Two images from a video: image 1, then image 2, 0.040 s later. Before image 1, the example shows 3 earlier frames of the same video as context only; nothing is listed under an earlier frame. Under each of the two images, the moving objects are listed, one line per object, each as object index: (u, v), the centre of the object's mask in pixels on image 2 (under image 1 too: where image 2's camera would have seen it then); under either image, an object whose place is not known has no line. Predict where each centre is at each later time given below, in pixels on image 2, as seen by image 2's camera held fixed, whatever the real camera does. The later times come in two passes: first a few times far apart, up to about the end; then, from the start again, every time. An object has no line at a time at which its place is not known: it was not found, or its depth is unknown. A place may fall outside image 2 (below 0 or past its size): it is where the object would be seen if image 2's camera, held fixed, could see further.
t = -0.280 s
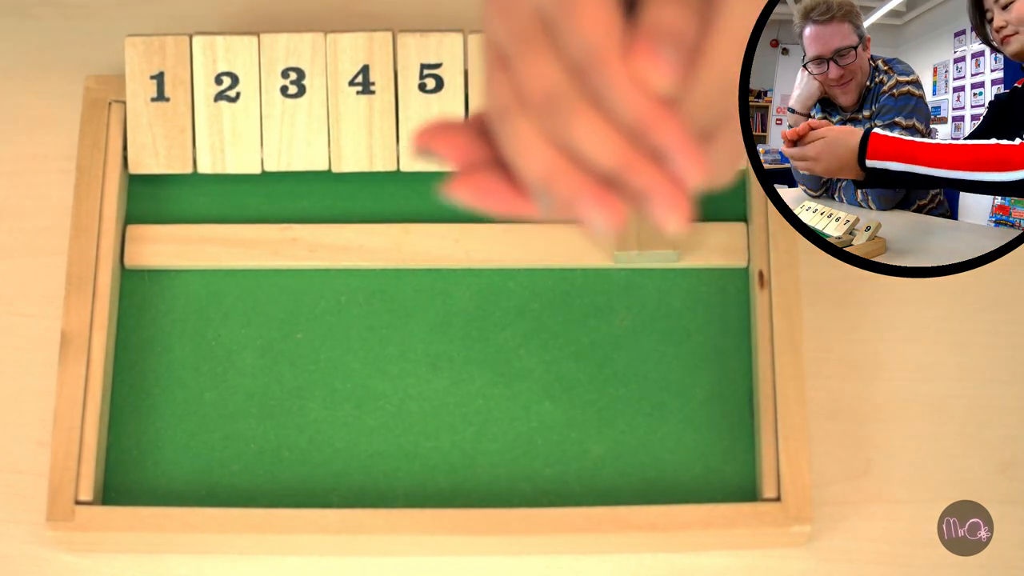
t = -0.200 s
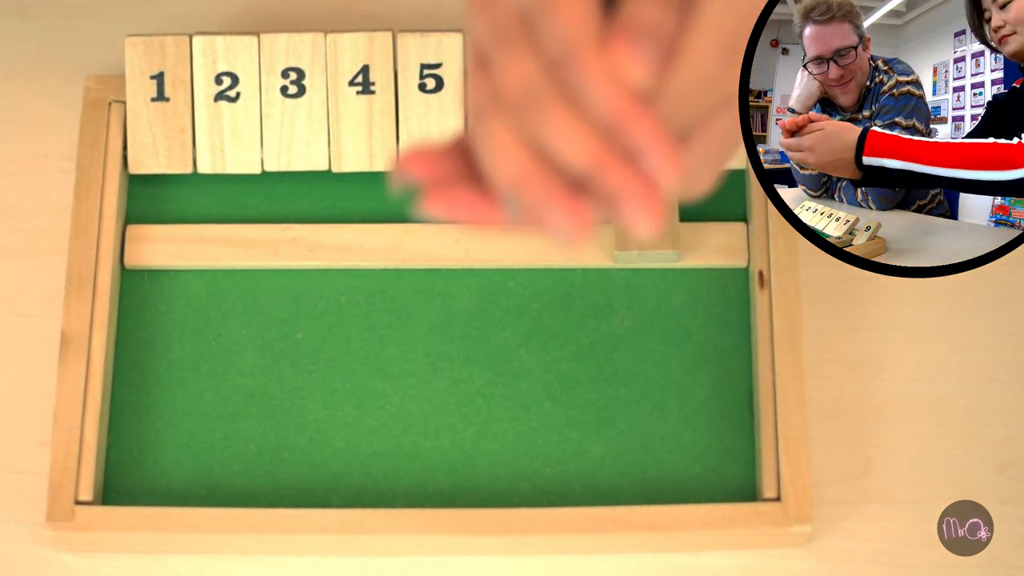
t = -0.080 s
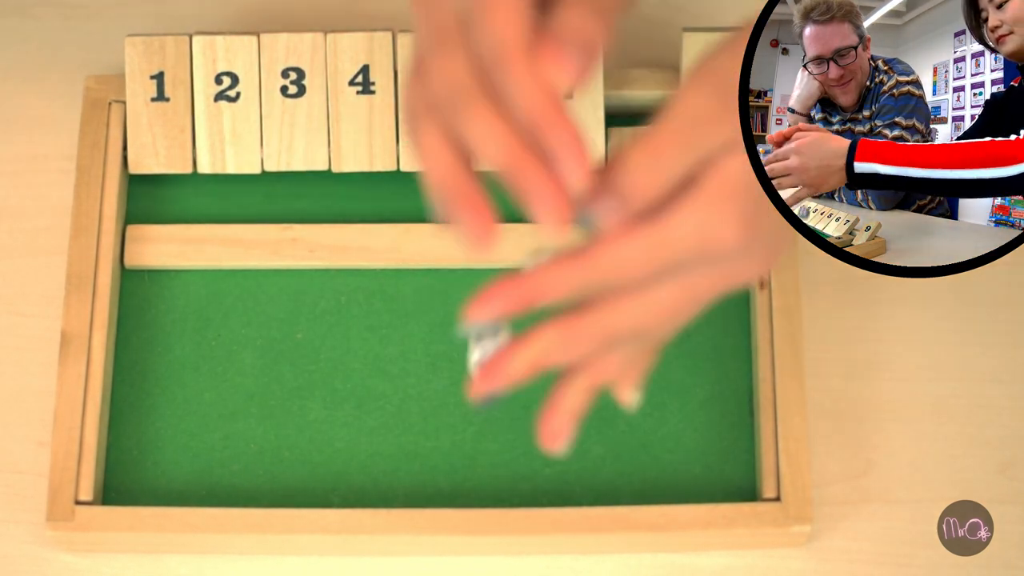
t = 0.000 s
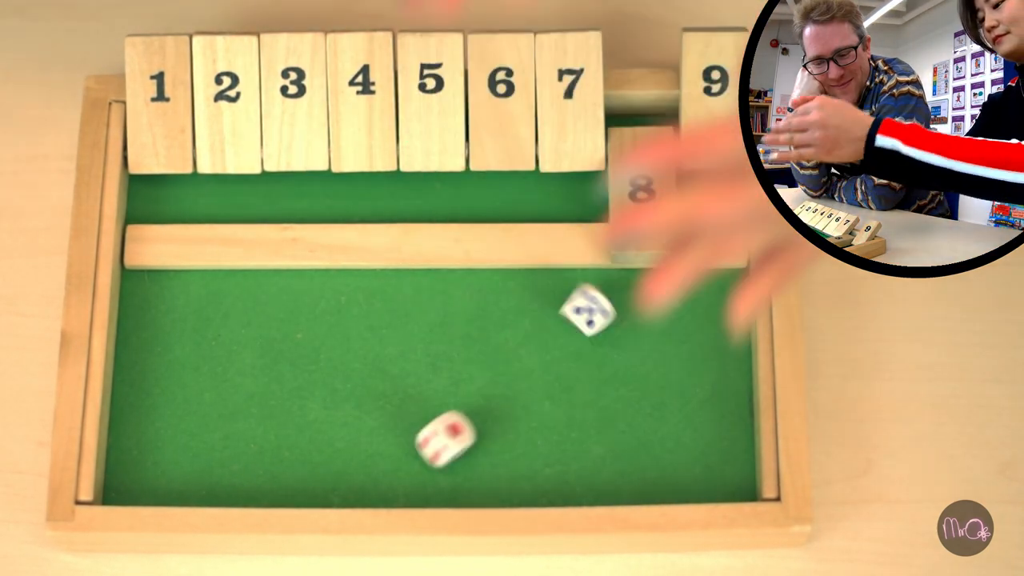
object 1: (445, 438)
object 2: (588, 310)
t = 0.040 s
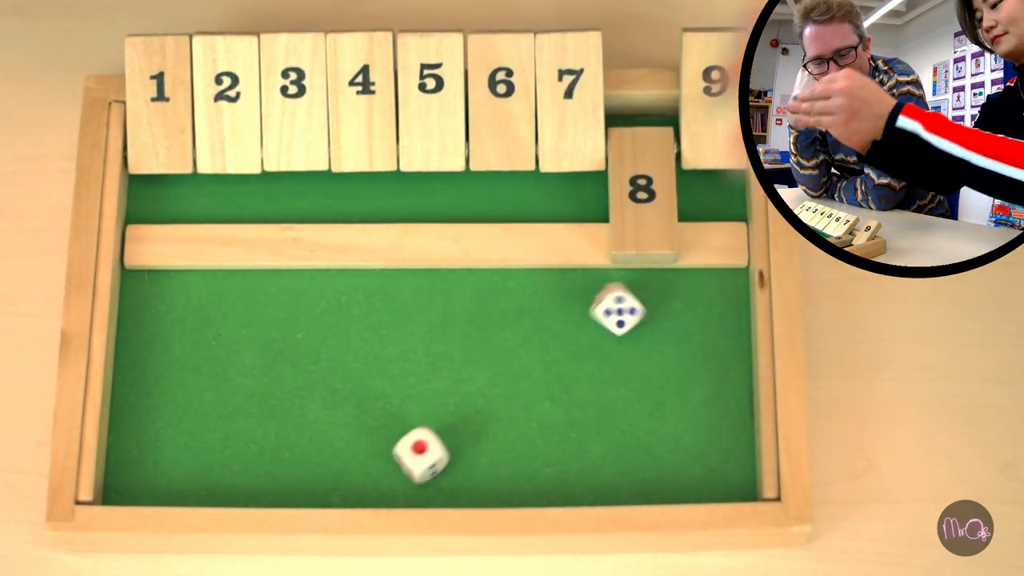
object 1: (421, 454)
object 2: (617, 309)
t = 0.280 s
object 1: (411, 463)
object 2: (671, 283)
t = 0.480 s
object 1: (410, 463)
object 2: (671, 283)
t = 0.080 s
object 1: (411, 463)
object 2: (645, 300)
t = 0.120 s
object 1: (411, 463)
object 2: (664, 283)
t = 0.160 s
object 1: (411, 463)
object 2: (671, 283)
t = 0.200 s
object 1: (411, 463)
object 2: (671, 283)
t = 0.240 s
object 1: (411, 463)
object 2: (671, 283)
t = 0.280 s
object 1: (411, 463)
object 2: (671, 283)
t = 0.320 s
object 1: (411, 463)
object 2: (671, 283)
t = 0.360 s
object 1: (411, 463)
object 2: (671, 283)
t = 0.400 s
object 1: (411, 463)
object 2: (671, 283)
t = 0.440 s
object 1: (411, 463)
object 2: (671, 283)
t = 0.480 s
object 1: (410, 463)
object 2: (671, 283)
